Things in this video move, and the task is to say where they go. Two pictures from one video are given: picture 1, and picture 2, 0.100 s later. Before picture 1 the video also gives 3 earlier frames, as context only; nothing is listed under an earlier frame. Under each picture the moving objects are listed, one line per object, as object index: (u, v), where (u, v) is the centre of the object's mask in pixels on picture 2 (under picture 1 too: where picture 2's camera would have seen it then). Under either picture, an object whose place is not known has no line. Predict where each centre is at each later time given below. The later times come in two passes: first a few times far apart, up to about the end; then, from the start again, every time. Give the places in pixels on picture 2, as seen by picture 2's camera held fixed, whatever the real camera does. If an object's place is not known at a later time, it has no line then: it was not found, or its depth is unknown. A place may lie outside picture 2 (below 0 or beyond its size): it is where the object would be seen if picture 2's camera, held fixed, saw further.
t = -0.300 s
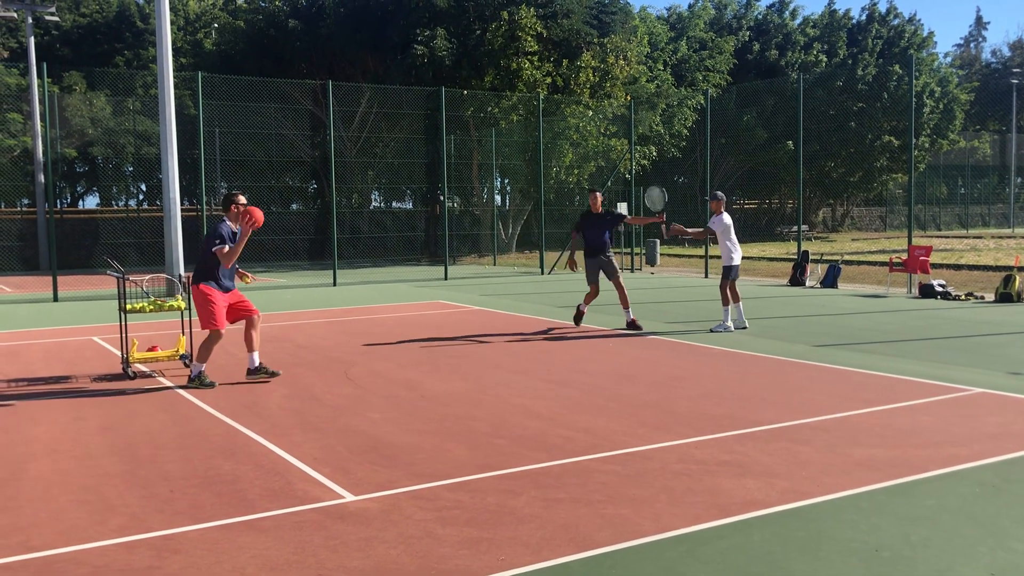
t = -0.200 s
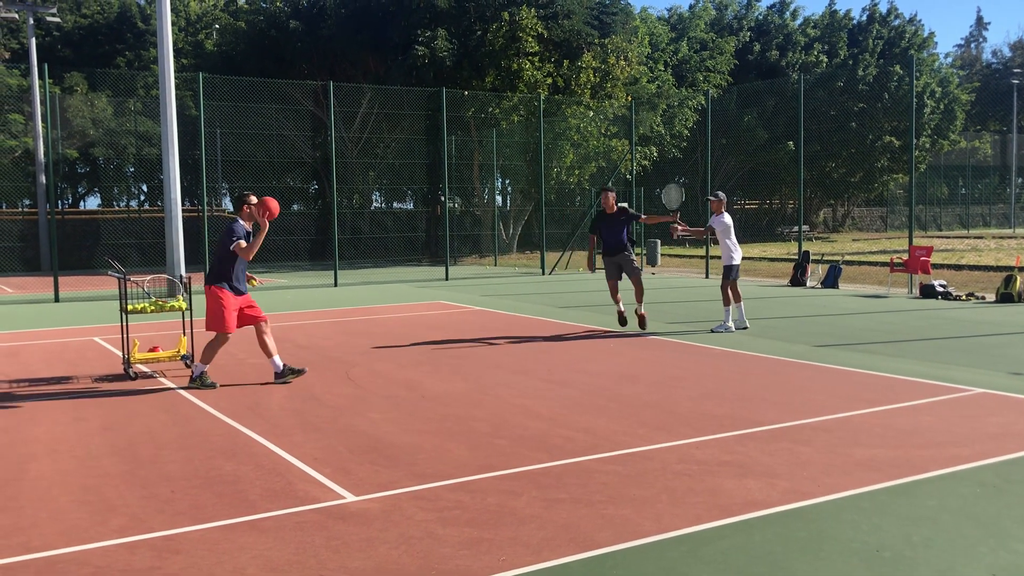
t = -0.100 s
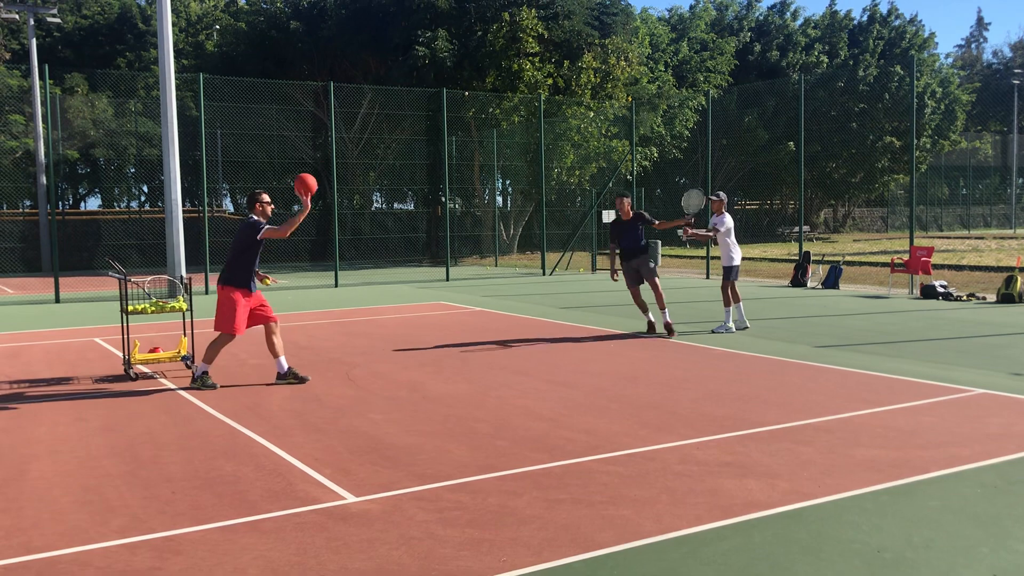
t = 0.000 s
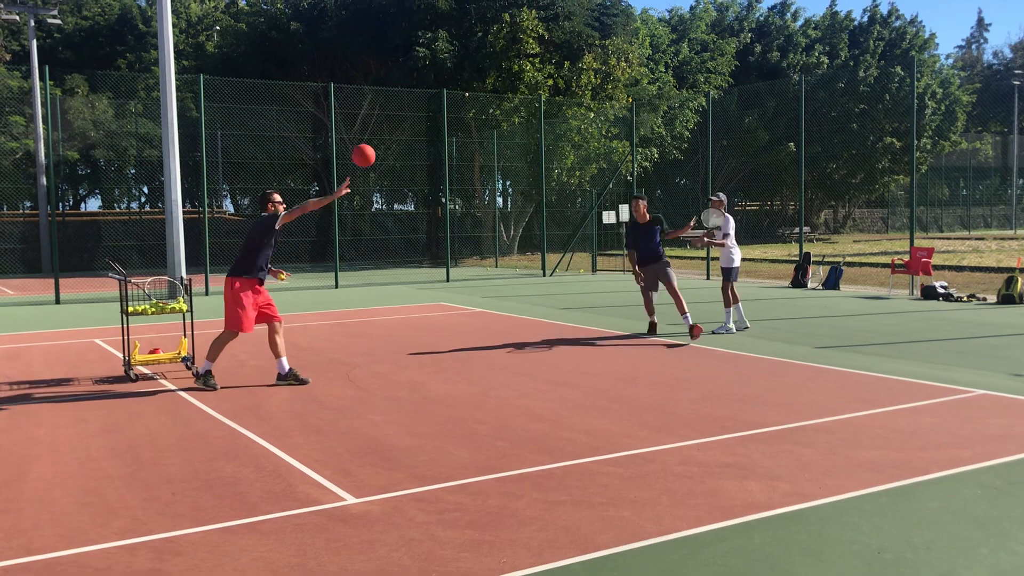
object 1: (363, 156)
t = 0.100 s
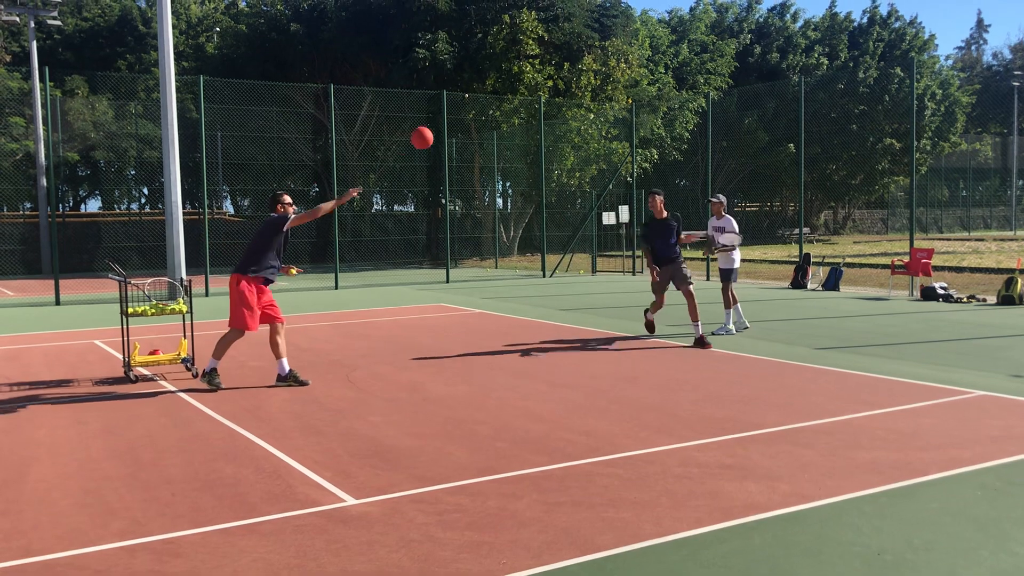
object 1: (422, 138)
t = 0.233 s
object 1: (497, 131)
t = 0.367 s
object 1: (569, 143)
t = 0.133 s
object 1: (441, 134)
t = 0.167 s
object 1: (459, 132)
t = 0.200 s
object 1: (478, 131)
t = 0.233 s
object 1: (497, 131)
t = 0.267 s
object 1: (515, 132)
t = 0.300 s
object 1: (533, 134)
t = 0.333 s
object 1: (551, 138)
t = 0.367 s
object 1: (569, 143)
